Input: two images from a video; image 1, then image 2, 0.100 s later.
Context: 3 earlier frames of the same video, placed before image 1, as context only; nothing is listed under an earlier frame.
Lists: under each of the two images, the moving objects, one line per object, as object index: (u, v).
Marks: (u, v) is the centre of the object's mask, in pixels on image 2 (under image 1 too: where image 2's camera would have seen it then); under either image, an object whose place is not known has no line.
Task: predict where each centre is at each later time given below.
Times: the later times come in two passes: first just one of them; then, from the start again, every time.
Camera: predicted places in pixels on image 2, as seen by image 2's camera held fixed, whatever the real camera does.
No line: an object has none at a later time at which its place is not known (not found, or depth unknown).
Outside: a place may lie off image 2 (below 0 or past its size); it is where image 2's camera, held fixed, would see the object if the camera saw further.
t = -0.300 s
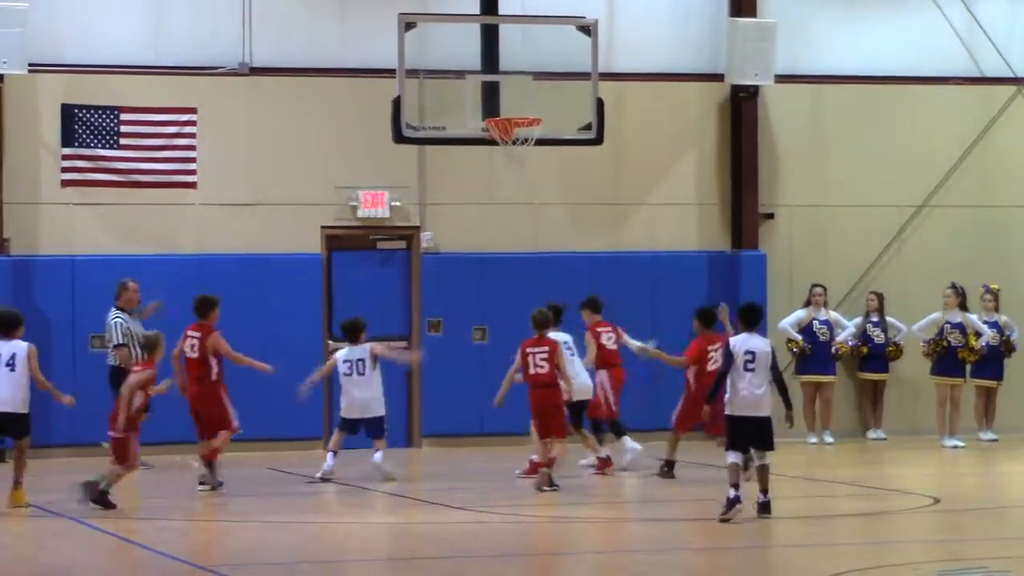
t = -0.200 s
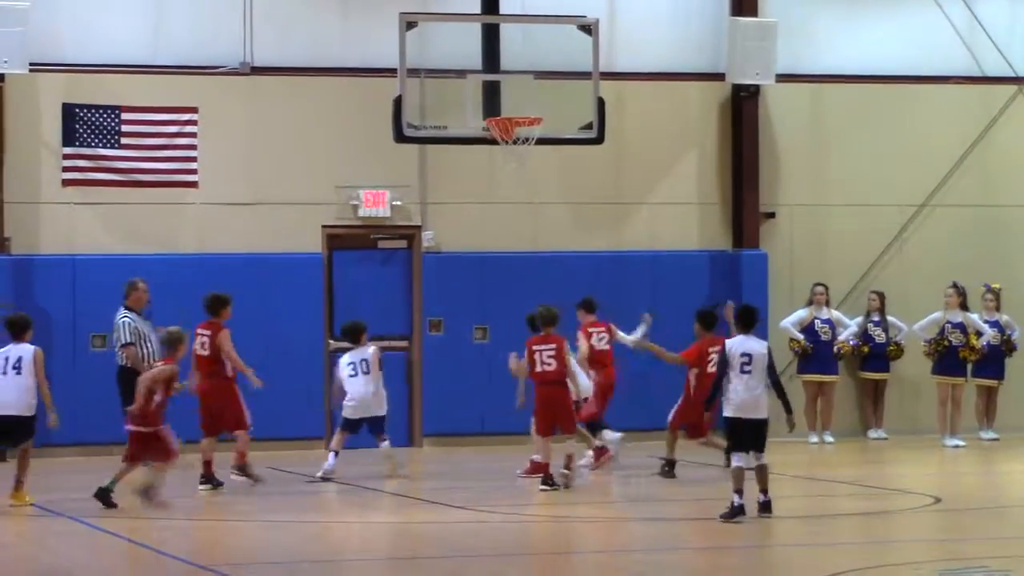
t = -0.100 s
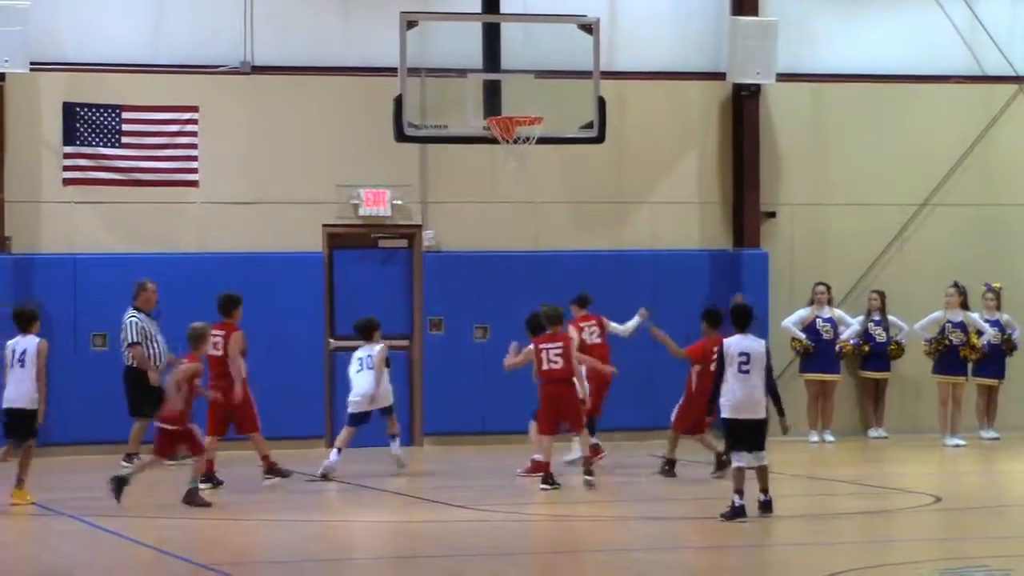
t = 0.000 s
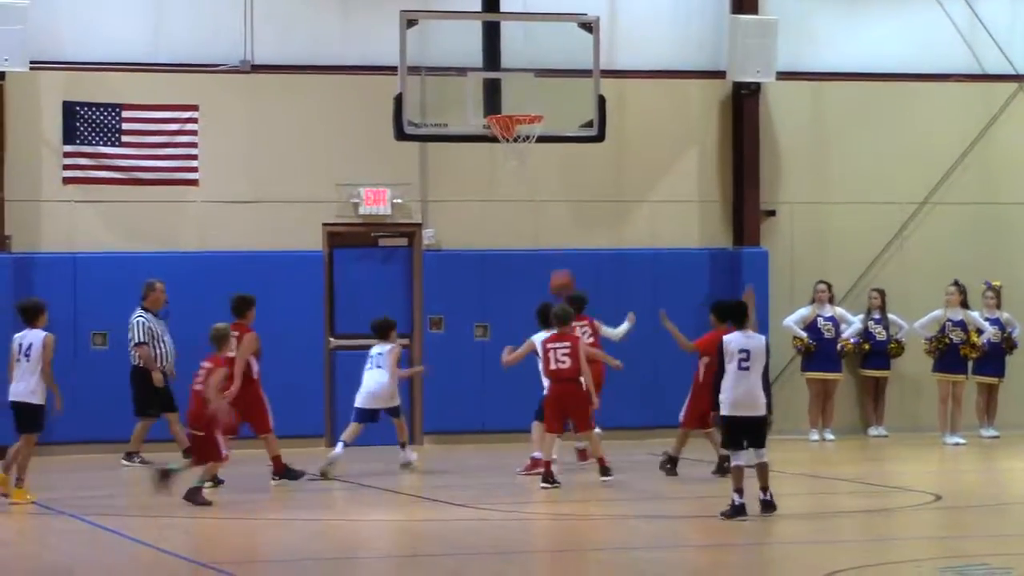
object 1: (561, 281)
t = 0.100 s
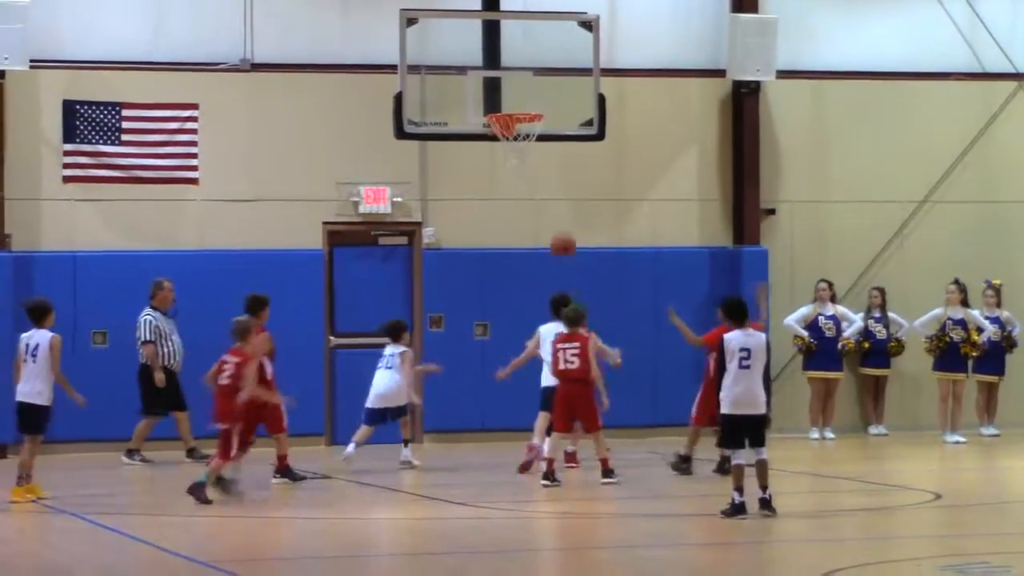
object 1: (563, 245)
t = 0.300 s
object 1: (566, 203)
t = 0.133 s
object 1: (563, 235)
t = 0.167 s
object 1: (564, 227)
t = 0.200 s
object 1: (564, 219)
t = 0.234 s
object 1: (565, 212)
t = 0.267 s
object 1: (565, 207)
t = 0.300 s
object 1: (566, 203)
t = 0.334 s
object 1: (567, 200)
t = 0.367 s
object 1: (568, 198)
